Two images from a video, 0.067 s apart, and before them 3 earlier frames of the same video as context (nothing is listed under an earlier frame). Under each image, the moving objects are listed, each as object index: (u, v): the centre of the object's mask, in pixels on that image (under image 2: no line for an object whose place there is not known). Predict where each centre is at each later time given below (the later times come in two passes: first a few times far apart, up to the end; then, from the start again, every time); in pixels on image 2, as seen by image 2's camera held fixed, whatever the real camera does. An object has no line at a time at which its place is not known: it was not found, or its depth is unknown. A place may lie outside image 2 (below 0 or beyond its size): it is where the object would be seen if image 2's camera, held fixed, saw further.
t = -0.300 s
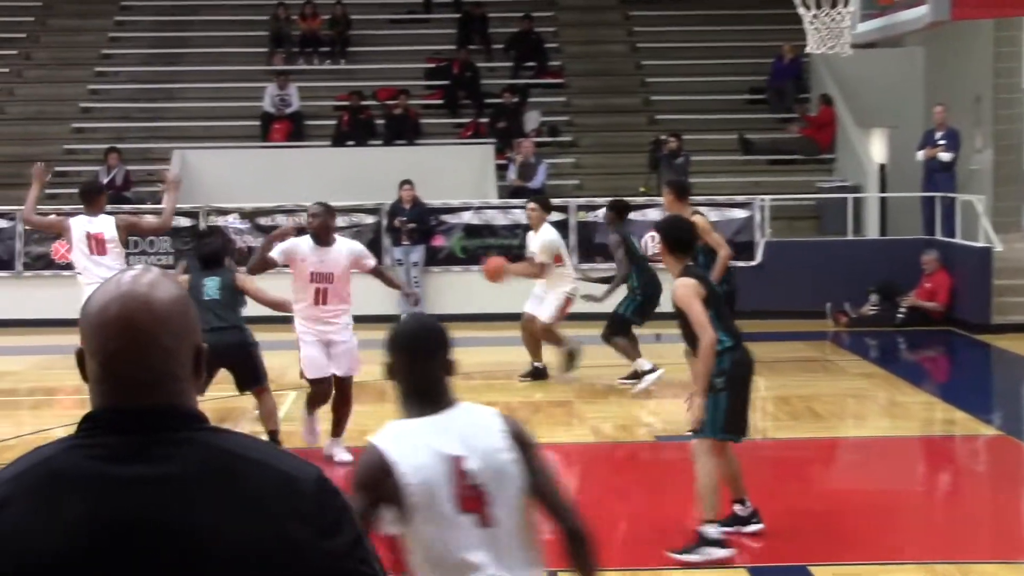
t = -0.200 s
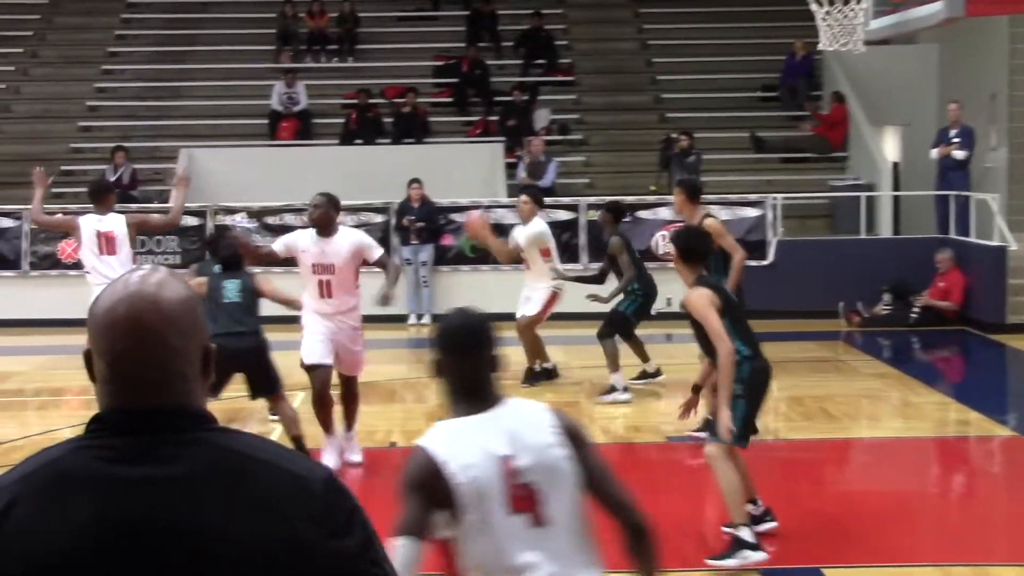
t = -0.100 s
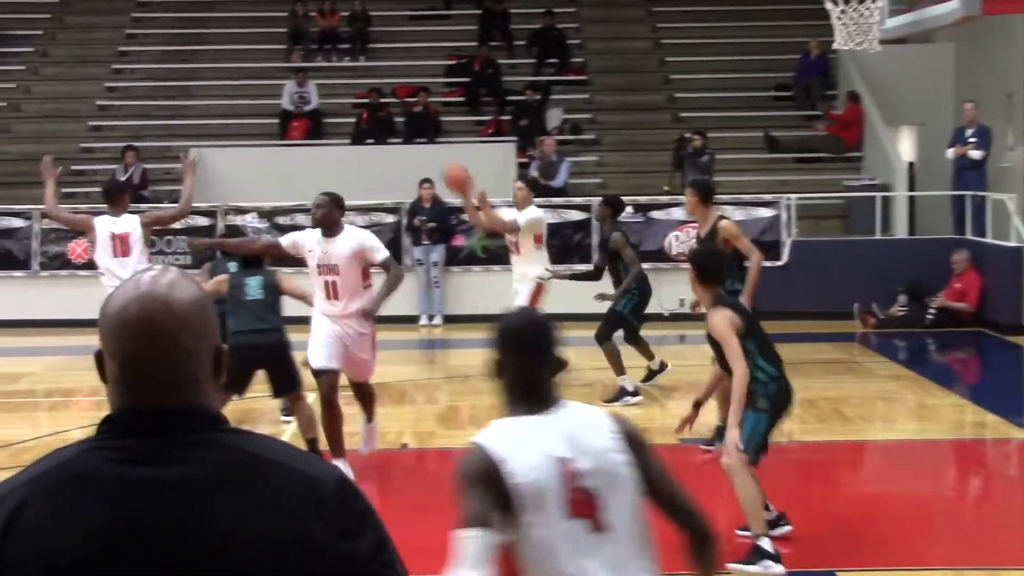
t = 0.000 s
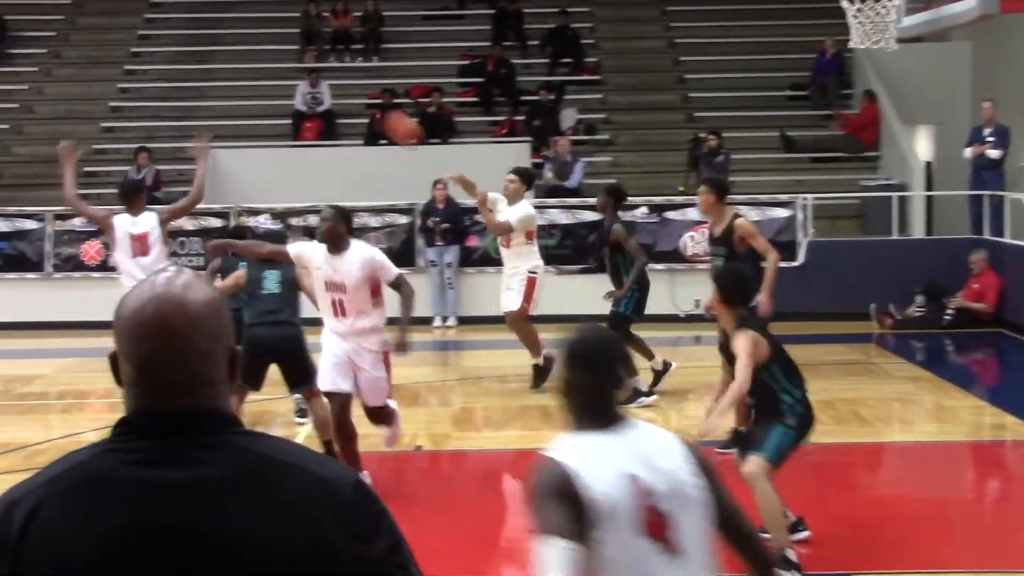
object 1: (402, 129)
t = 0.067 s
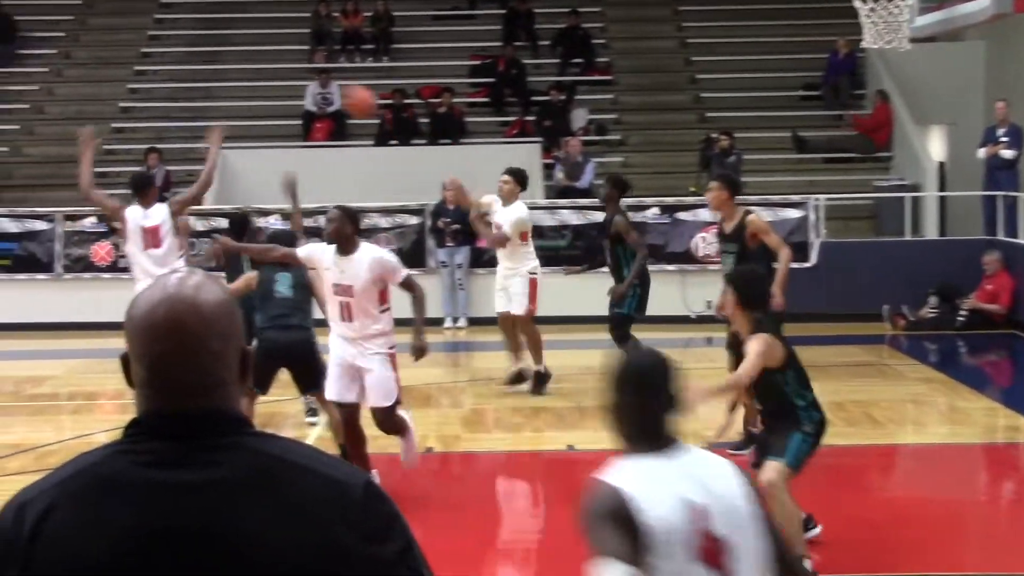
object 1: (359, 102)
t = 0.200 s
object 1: (240, 54)
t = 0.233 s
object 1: (207, 45)
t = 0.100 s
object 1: (332, 88)
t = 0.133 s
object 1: (301, 75)
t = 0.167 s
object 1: (272, 65)
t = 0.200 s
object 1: (240, 54)
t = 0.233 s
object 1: (207, 45)
